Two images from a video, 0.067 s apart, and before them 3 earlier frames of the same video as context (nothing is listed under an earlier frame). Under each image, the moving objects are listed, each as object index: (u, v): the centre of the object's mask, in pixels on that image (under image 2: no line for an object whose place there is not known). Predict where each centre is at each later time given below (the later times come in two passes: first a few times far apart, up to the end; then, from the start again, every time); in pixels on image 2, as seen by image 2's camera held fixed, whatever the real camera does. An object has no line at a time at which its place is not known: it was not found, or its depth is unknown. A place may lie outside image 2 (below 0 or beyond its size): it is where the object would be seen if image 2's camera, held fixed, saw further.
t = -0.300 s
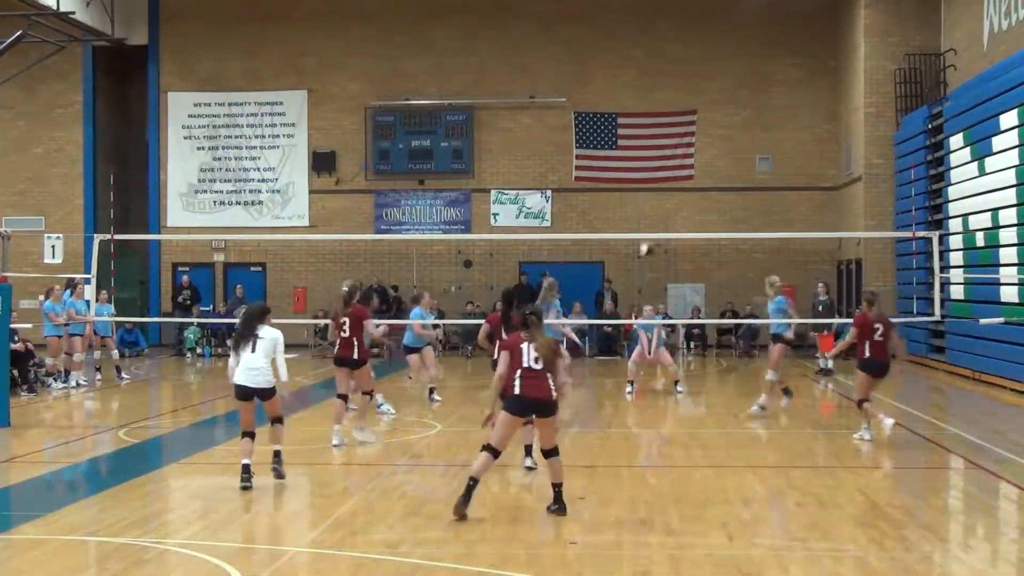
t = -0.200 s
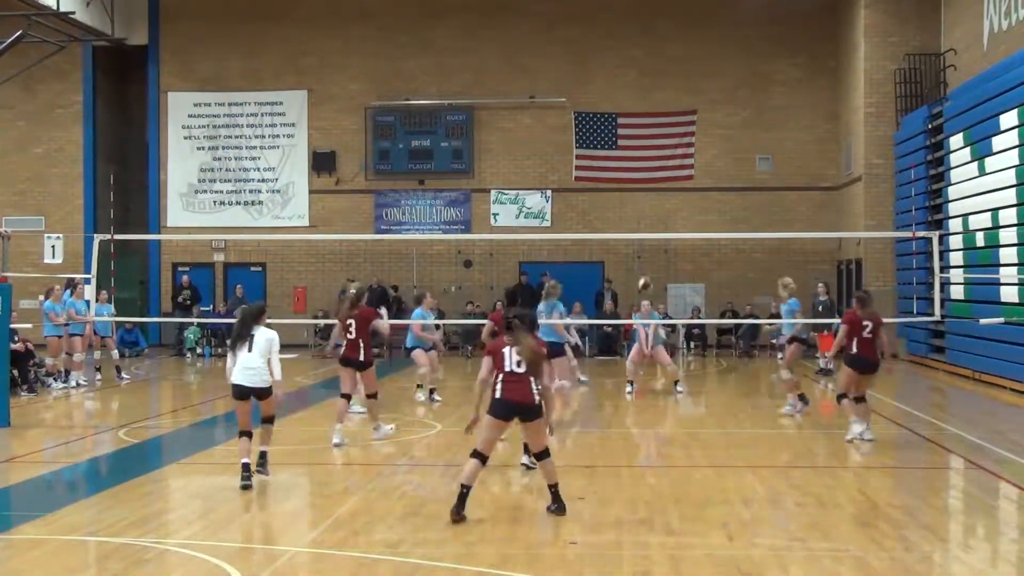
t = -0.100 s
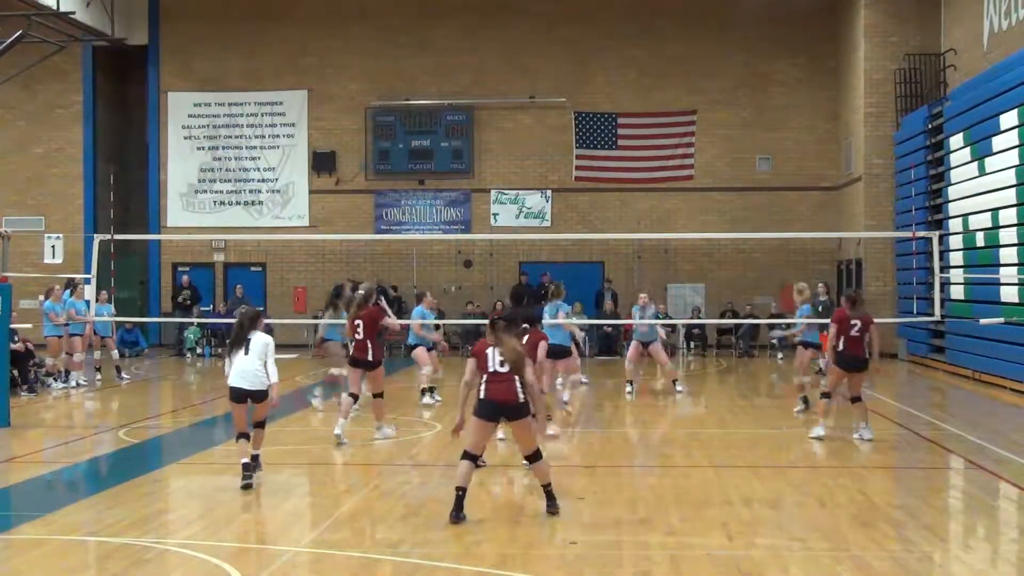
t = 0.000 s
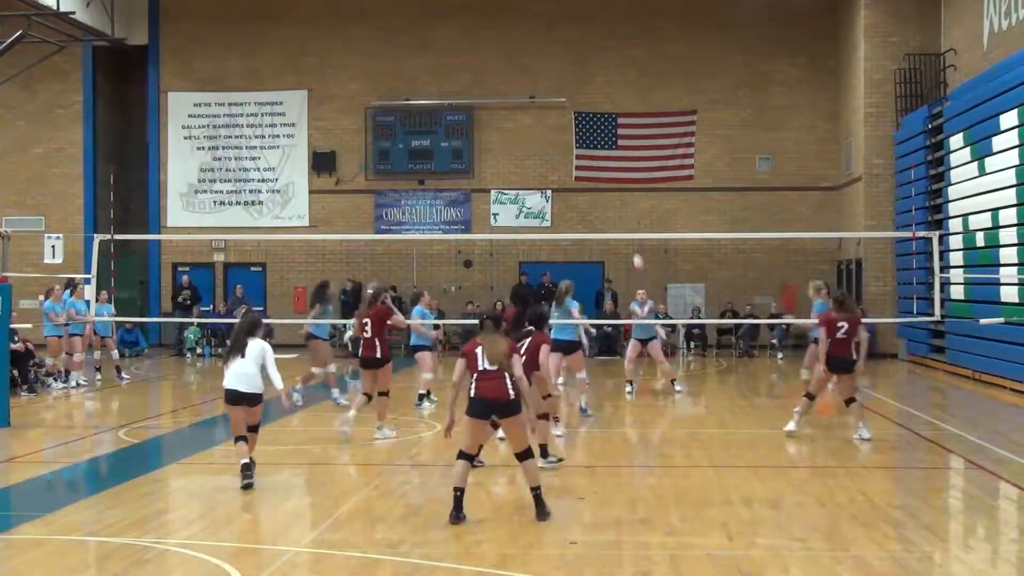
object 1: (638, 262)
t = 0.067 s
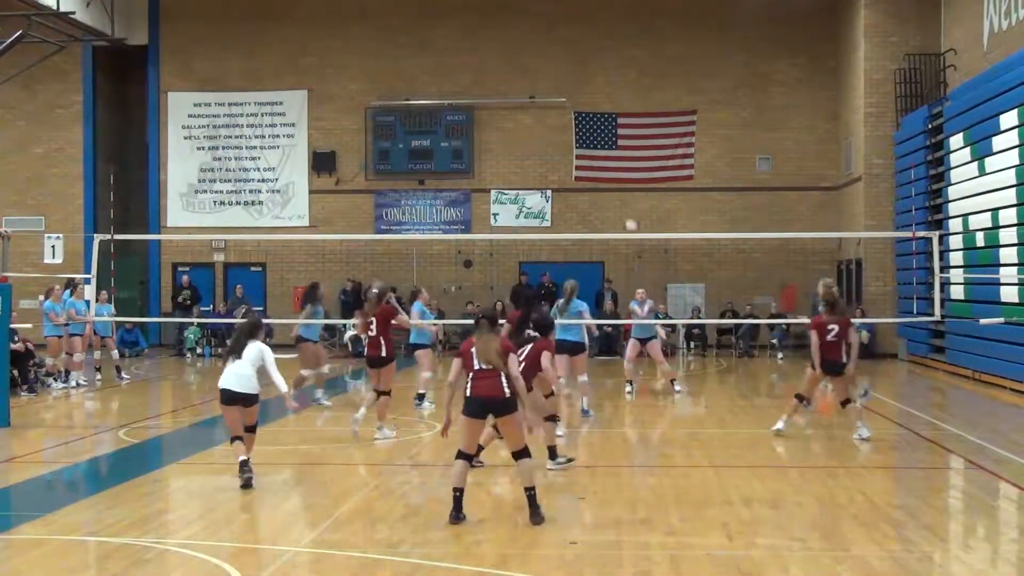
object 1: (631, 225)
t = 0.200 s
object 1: (618, 167)
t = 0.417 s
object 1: (600, 94)
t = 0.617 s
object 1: (587, 55)
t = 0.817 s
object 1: (571, 44)
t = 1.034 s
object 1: (553, 61)
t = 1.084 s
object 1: (548, 72)
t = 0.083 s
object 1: (629, 219)
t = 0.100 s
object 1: (627, 212)
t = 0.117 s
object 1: (626, 201)
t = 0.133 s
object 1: (625, 195)
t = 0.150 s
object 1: (623, 189)
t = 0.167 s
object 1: (622, 184)
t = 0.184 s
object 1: (620, 174)
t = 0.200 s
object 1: (618, 167)
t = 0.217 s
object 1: (617, 164)
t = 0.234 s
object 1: (616, 156)
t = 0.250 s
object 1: (615, 150)
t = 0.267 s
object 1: (613, 144)
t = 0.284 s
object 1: (612, 138)
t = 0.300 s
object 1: (610, 132)
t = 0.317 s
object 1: (610, 127)
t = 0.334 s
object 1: (608, 120)
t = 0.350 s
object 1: (606, 114)
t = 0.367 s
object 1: (605, 109)
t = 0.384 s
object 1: (604, 104)
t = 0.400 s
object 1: (602, 98)
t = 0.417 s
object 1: (600, 94)
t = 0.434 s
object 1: (599, 90)
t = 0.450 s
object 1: (597, 85)
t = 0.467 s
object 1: (596, 82)
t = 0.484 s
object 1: (594, 78)
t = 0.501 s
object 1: (593, 74)
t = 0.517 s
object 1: (594, 72)
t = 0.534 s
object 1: (592, 69)
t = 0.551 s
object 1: (591, 66)
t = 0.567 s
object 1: (590, 63)
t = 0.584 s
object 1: (589, 60)
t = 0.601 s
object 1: (589, 58)
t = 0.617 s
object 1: (587, 55)
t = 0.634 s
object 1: (587, 53)
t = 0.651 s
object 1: (586, 50)
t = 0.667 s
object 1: (584, 49)
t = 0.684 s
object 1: (583, 47)
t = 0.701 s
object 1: (581, 45)
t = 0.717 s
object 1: (579, 45)
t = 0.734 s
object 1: (578, 44)
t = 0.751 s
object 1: (577, 45)
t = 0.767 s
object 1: (575, 44)
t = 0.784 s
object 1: (573, 44)
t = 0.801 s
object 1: (572, 44)
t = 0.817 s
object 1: (571, 44)
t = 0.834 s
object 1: (569, 44)
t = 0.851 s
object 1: (568, 45)
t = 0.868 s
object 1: (566, 46)
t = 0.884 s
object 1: (564, 47)
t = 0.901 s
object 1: (563, 47)
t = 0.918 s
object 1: (562, 48)
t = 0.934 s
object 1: (561, 49)
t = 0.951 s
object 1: (560, 51)
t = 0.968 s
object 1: (558, 52)
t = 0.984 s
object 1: (556, 54)
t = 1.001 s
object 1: (555, 56)
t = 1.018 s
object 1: (553, 58)
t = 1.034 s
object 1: (553, 61)
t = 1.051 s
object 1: (551, 65)
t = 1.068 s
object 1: (549, 68)
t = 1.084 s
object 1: (548, 72)
